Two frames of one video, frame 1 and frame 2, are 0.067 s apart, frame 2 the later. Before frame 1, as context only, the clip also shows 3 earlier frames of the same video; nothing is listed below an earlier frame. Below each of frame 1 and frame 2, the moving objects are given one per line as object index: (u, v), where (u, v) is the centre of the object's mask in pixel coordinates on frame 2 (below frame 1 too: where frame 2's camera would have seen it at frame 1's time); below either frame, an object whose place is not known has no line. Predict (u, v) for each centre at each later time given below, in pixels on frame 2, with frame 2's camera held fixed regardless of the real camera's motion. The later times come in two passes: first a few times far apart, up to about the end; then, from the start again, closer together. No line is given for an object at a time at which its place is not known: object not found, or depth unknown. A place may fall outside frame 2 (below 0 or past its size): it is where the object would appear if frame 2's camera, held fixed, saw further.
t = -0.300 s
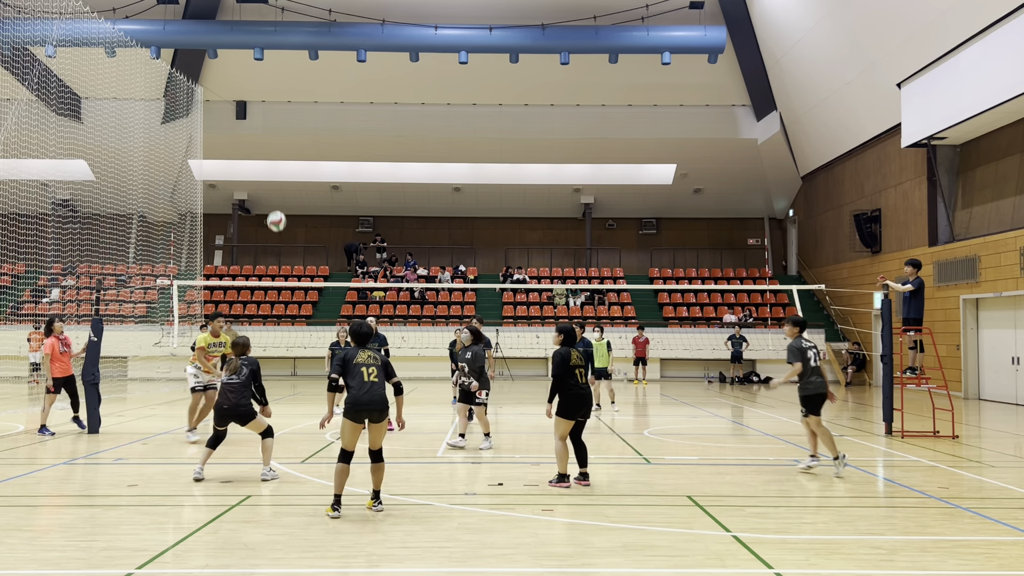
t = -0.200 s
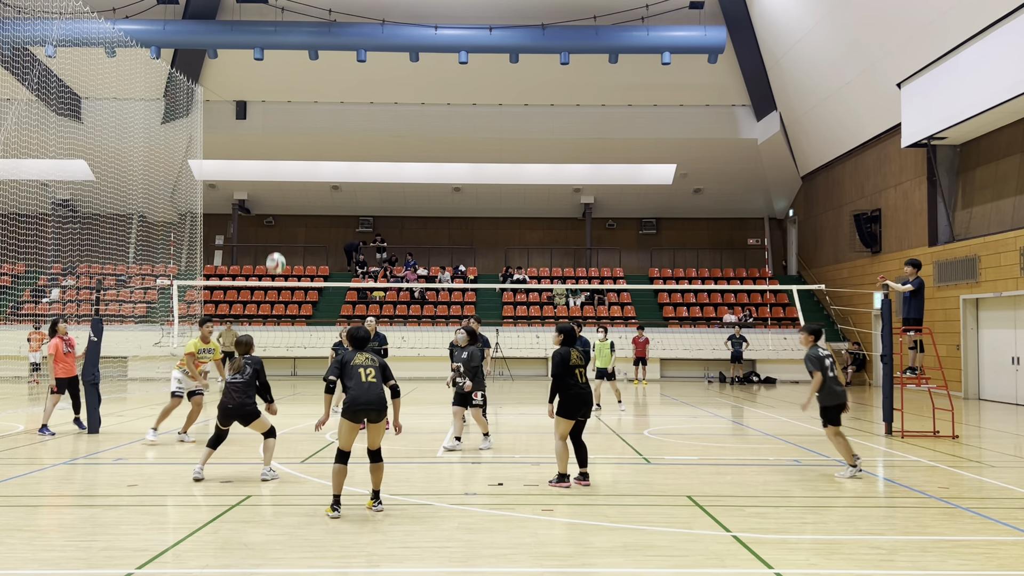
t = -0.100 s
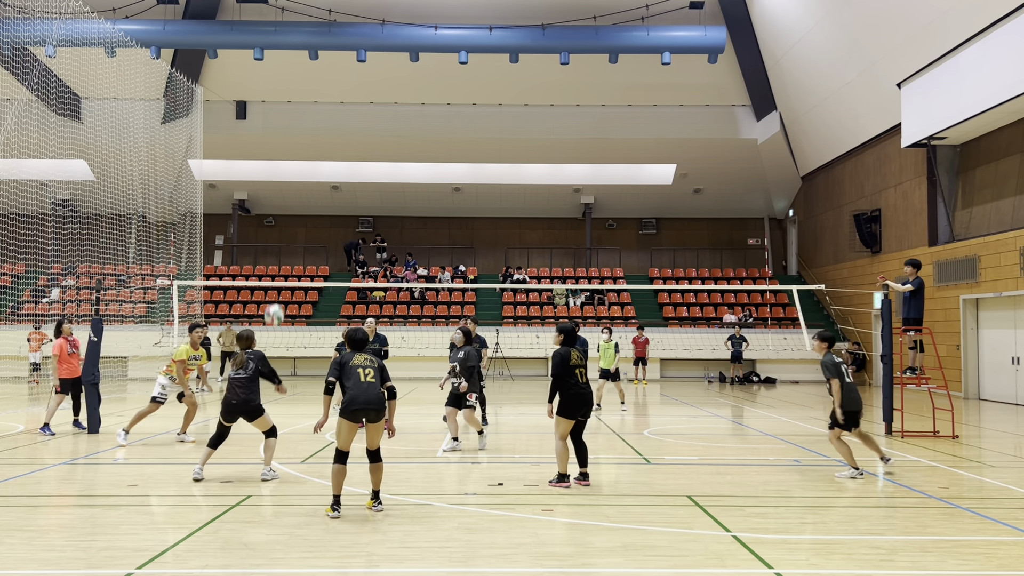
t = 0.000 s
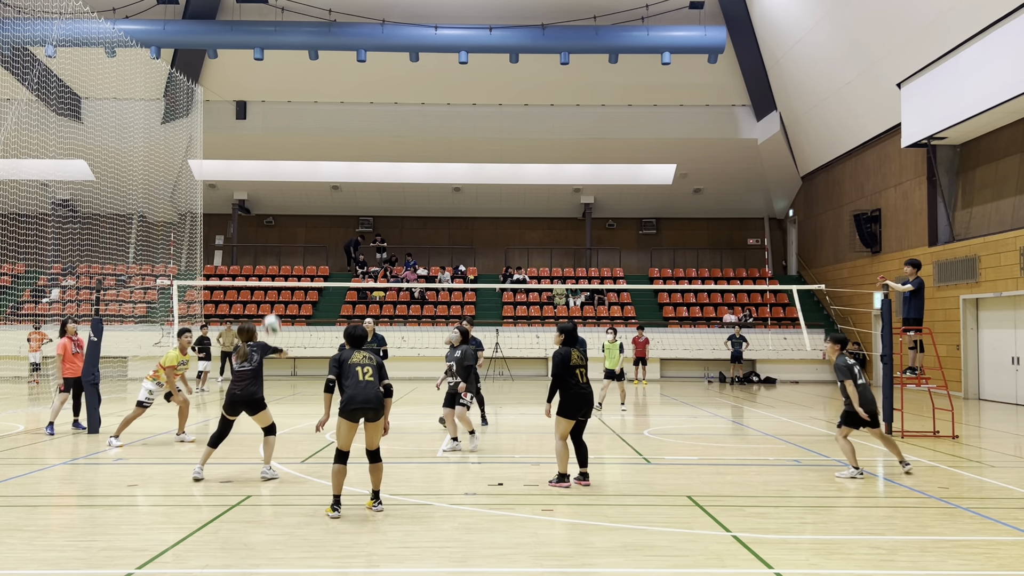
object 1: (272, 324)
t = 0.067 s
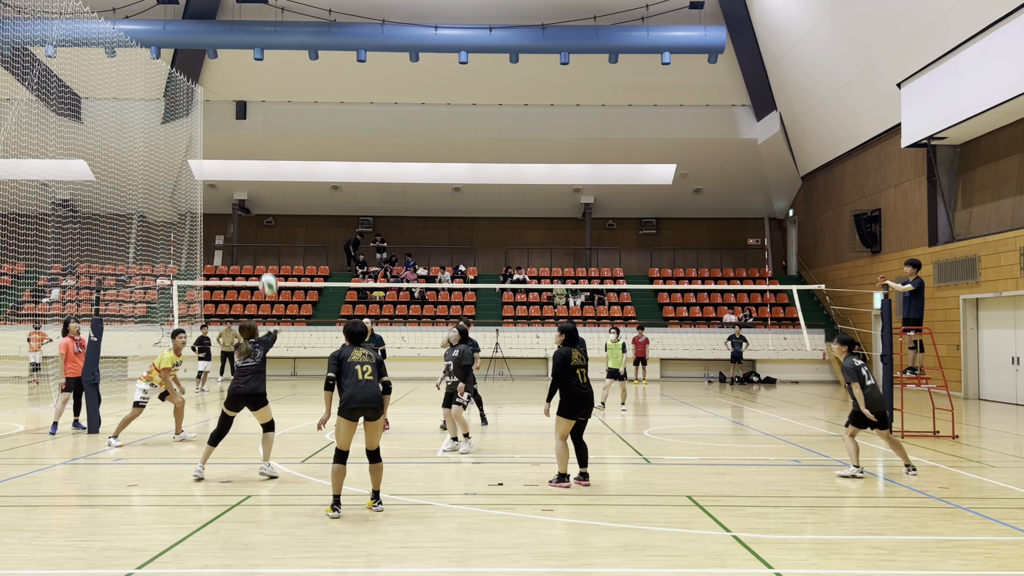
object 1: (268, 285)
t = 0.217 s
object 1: (262, 210)
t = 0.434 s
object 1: (254, 144)
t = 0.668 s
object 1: (246, 121)
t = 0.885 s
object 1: (239, 138)
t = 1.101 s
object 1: (232, 188)
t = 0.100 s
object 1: (267, 266)
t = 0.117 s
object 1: (266, 257)
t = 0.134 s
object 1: (265, 249)
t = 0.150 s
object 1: (265, 240)
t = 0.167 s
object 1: (264, 232)
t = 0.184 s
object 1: (264, 225)
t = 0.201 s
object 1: (263, 217)
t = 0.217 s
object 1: (262, 210)
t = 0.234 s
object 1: (262, 204)
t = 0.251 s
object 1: (261, 197)
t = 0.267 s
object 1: (260, 191)
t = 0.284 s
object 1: (260, 185)
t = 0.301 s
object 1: (259, 180)
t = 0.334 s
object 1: (258, 168)
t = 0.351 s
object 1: (257, 164)
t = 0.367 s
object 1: (257, 159)
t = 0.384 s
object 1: (256, 155)
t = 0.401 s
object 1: (255, 151)
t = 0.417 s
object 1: (255, 148)
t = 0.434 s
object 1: (254, 144)
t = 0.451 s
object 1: (253, 141)
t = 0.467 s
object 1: (253, 138)
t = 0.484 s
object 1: (252, 135)
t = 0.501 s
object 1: (252, 133)
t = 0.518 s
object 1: (251, 131)
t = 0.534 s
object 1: (251, 129)
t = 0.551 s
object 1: (250, 127)
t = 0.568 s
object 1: (250, 126)
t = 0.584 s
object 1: (249, 124)
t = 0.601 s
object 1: (249, 123)
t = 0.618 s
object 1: (248, 122)
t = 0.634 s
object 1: (248, 122)
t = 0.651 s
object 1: (247, 121)
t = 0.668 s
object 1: (246, 121)
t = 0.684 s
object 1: (246, 121)
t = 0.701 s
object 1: (245, 121)
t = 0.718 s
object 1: (245, 122)
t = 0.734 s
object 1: (244, 123)
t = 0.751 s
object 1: (244, 123)
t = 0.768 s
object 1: (243, 125)
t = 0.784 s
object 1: (243, 126)
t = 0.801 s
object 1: (242, 128)
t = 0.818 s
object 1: (241, 129)
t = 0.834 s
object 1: (241, 131)
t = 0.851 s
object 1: (240, 133)
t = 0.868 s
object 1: (240, 136)
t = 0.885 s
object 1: (239, 138)
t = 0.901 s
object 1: (239, 141)
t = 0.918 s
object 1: (238, 144)
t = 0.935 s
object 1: (238, 147)
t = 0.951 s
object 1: (237, 150)
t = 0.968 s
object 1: (236, 154)
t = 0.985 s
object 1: (236, 157)
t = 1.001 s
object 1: (235, 161)
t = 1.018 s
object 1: (235, 165)
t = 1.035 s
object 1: (234, 170)
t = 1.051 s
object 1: (234, 174)
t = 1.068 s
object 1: (233, 179)
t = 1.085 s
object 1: (233, 183)
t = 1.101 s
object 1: (232, 188)
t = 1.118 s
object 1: (231, 194)
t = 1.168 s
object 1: (230, 210)
